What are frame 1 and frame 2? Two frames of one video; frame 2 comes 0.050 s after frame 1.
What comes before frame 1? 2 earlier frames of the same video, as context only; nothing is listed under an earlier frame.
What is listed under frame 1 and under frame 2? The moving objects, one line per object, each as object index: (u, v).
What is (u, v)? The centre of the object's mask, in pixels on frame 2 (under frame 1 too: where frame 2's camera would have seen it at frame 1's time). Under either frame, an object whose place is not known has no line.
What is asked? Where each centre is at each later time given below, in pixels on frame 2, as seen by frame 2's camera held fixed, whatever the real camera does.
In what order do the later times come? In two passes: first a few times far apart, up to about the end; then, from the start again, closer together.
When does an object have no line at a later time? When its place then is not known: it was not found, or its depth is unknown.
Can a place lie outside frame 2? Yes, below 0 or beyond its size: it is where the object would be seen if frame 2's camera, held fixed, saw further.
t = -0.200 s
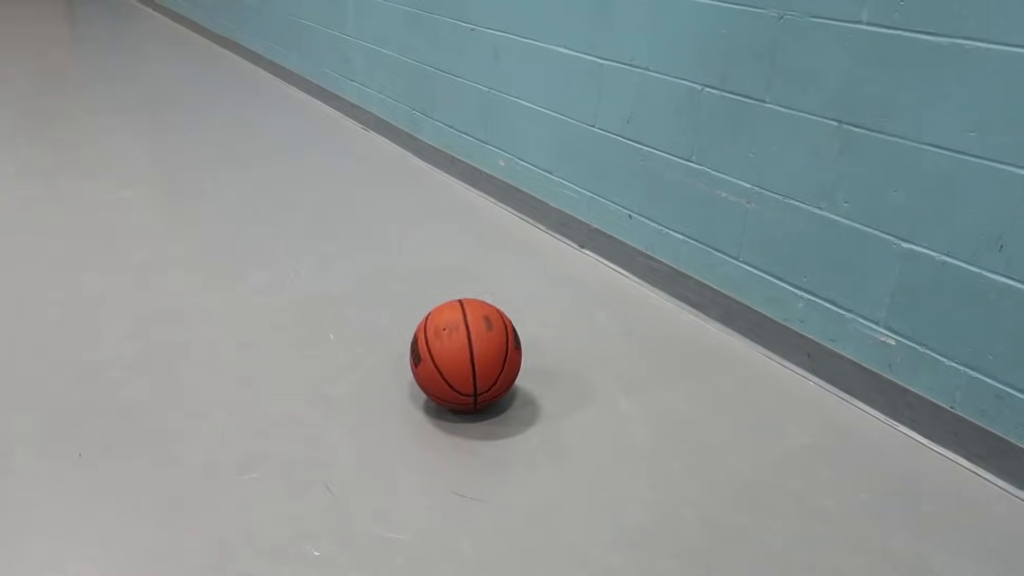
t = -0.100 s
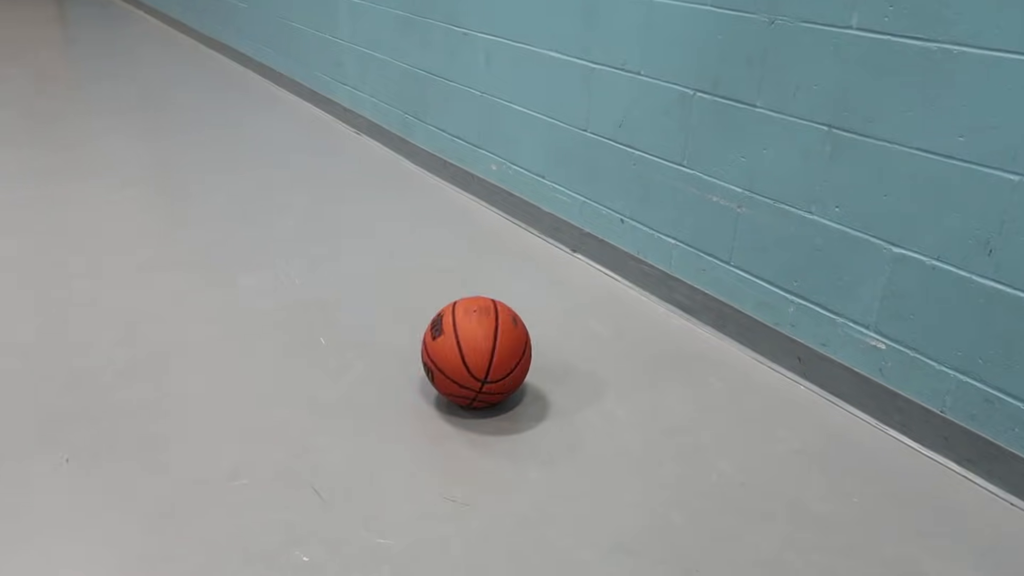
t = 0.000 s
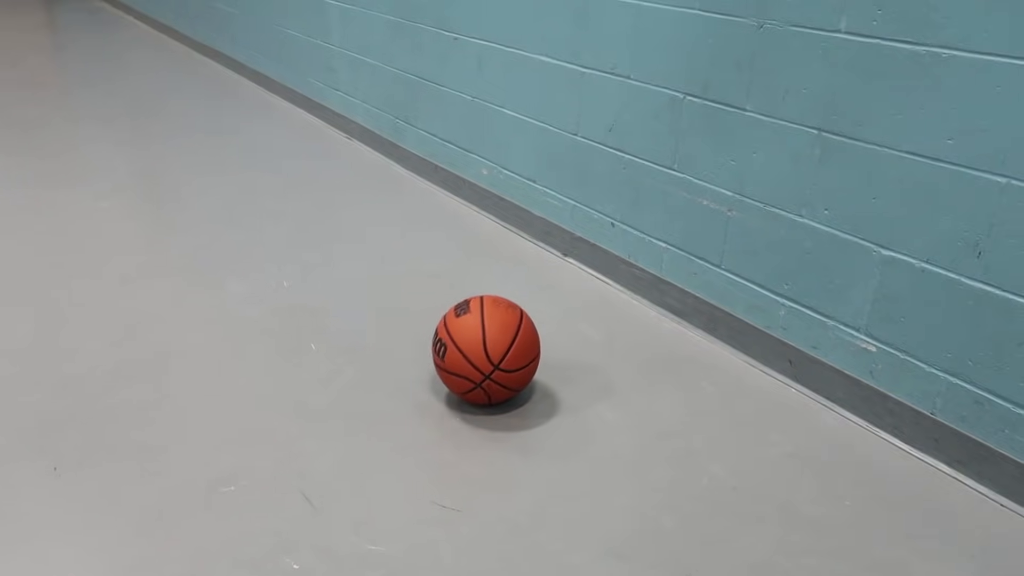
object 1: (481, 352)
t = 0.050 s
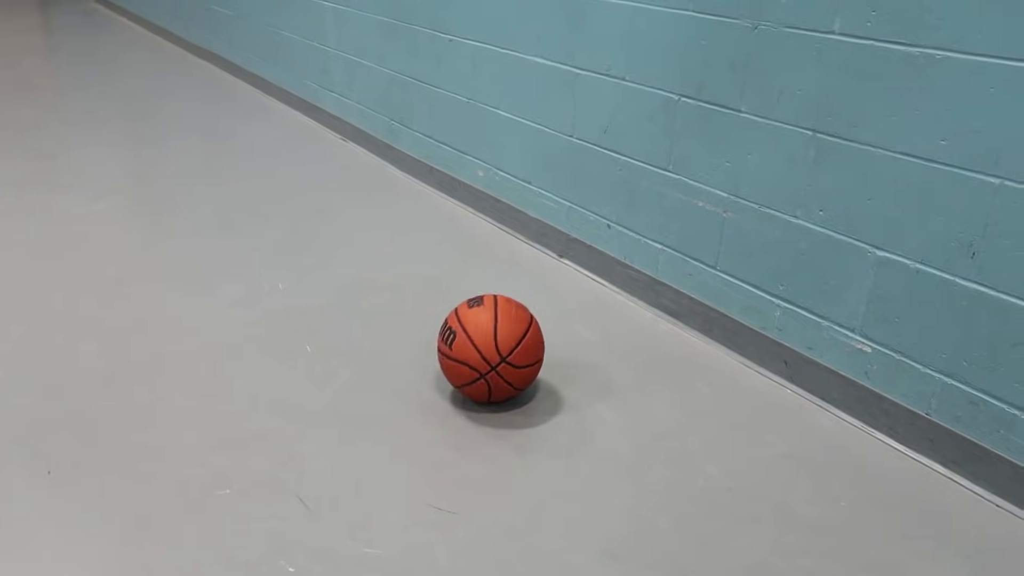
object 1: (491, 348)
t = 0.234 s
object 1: (522, 337)
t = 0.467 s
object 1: (558, 324)
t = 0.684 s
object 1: (587, 313)
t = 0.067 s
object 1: (493, 347)
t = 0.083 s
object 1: (496, 346)
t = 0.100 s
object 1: (499, 345)
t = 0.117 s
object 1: (502, 344)
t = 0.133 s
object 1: (505, 343)
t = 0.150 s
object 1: (508, 342)
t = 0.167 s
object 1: (511, 341)
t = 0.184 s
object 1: (514, 340)
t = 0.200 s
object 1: (516, 339)
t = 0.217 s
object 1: (519, 338)
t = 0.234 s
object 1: (522, 337)
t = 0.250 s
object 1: (525, 336)
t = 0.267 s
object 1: (527, 334)
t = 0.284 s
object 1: (530, 333)
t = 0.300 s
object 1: (533, 332)
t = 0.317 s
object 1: (535, 331)
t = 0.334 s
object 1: (538, 331)
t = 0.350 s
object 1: (541, 330)
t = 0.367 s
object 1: (543, 329)
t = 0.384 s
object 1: (545, 328)
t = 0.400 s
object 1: (548, 327)
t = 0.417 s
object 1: (550, 326)
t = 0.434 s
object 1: (553, 325)
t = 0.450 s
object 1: (555, 325)
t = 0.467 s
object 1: (558, 324)
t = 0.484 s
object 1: (560, 323)
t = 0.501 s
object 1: (563, 322)
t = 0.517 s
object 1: (565, 321)
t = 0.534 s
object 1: (567, 320)
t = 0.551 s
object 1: (570, 319)
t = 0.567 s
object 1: (572, 319)
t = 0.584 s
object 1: (574, 318)
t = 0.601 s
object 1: (576, 317)
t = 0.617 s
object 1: (579, 317)
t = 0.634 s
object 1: (581, 316)
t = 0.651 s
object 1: (583, 315)
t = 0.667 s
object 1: (586, 314)
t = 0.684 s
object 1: (587, 313)
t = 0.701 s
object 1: (590, 313)
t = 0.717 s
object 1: (592, 312)
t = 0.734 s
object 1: (594, 311)
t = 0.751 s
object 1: (596, 310)
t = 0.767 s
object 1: (598, 309)
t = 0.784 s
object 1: (600, 309)
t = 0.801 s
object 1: (602, 308)
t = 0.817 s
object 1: (604, 307)
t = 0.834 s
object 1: (606, 307)
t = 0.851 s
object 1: (608, 306)
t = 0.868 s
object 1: (611, 305)
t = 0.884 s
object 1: (613, 305)
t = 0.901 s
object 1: (615, 304)
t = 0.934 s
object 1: (619, 303)
